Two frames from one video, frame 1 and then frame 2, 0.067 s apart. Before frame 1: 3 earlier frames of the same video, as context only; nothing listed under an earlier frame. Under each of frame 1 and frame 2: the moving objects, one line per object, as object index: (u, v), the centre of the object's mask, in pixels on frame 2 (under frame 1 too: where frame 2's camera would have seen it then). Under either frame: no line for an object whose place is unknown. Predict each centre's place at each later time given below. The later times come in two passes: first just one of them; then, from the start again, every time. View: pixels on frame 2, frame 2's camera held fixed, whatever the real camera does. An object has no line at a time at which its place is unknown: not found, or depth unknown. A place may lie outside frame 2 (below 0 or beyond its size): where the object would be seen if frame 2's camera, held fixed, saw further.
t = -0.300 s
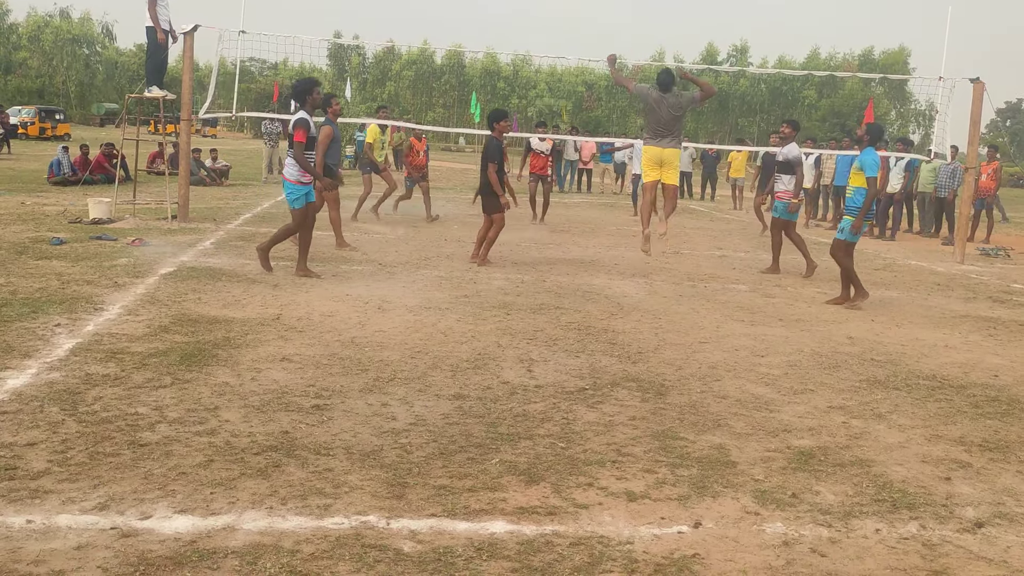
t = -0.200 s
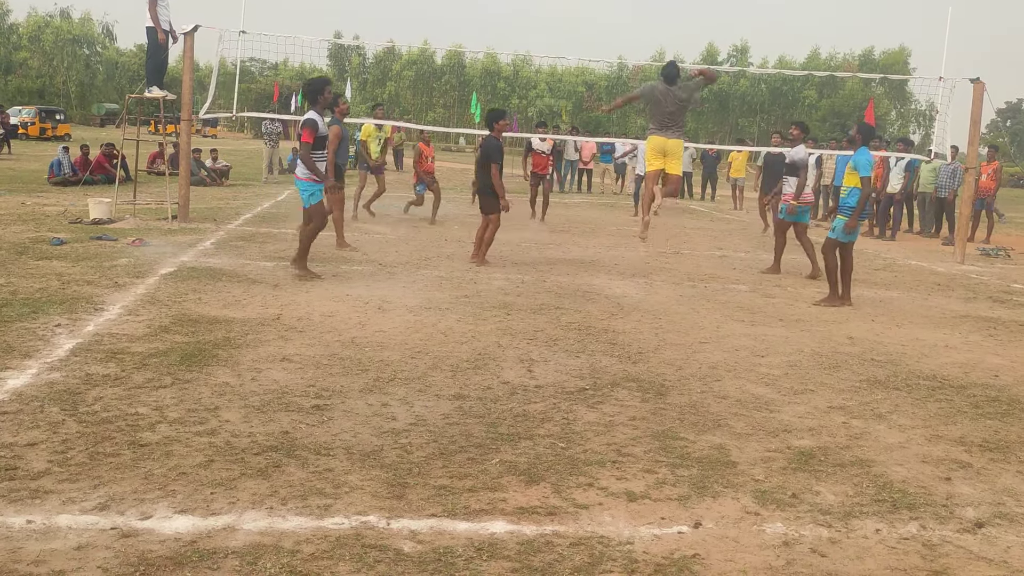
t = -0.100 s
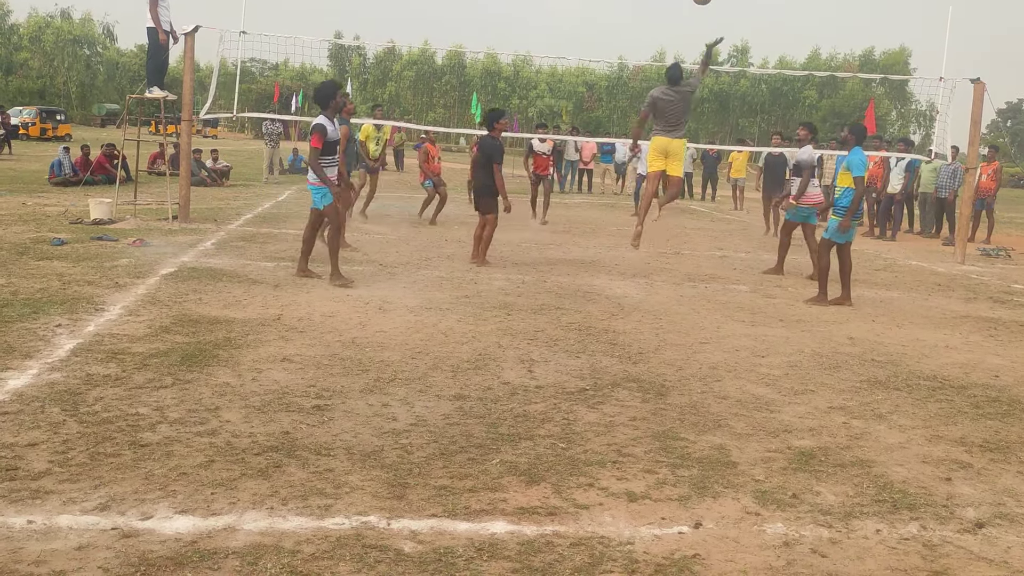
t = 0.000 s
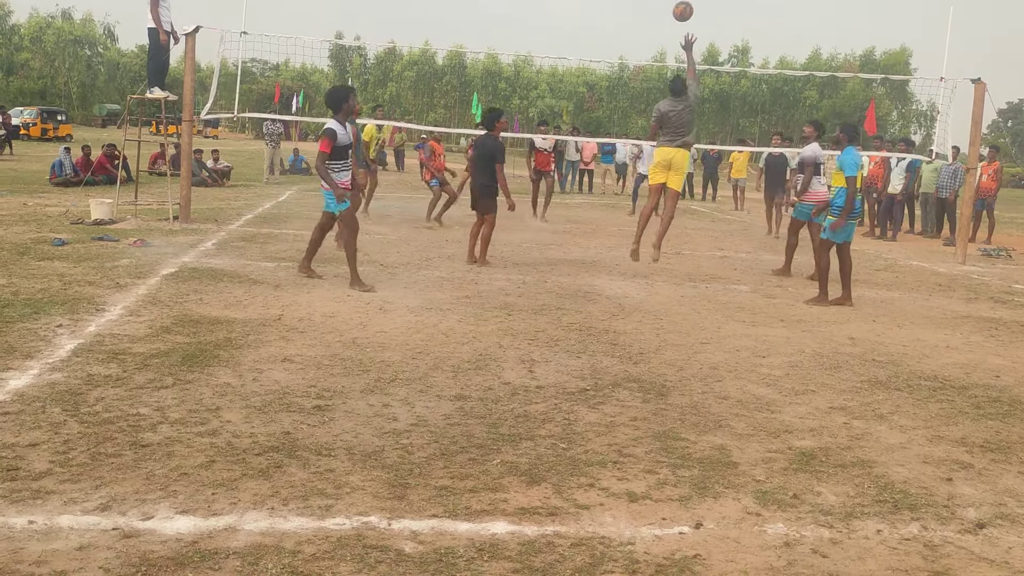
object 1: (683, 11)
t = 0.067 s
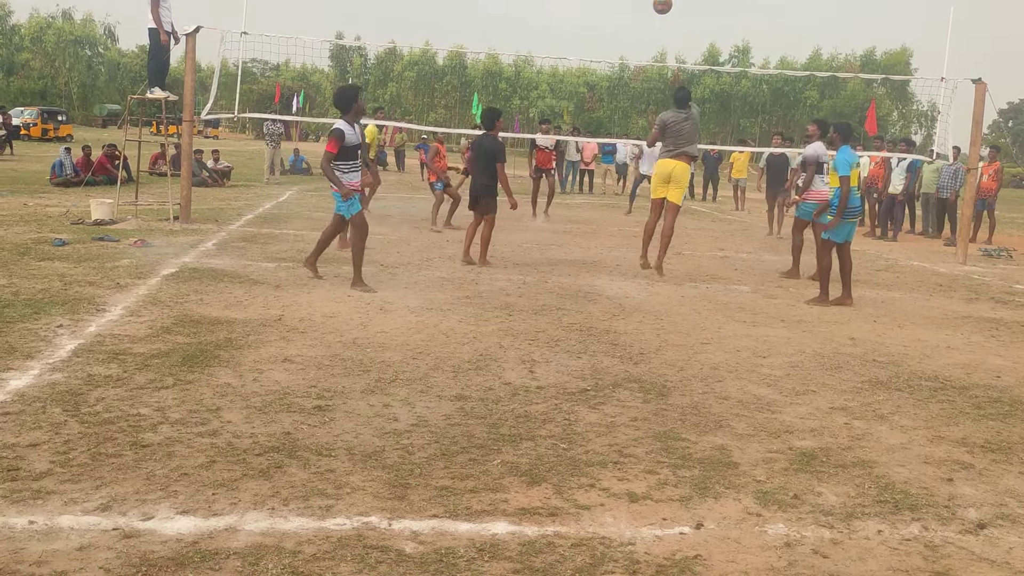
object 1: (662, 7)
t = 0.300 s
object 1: (605, 13)
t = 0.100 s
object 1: (653, 6)
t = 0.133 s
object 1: (643, 6)
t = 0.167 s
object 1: (635, 5)
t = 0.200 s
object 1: (626, 6)
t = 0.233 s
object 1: (619, 7)
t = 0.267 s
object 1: (611, 10)
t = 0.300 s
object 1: (605, 13)
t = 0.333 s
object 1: (598, 18)
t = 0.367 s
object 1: (591, 23)
